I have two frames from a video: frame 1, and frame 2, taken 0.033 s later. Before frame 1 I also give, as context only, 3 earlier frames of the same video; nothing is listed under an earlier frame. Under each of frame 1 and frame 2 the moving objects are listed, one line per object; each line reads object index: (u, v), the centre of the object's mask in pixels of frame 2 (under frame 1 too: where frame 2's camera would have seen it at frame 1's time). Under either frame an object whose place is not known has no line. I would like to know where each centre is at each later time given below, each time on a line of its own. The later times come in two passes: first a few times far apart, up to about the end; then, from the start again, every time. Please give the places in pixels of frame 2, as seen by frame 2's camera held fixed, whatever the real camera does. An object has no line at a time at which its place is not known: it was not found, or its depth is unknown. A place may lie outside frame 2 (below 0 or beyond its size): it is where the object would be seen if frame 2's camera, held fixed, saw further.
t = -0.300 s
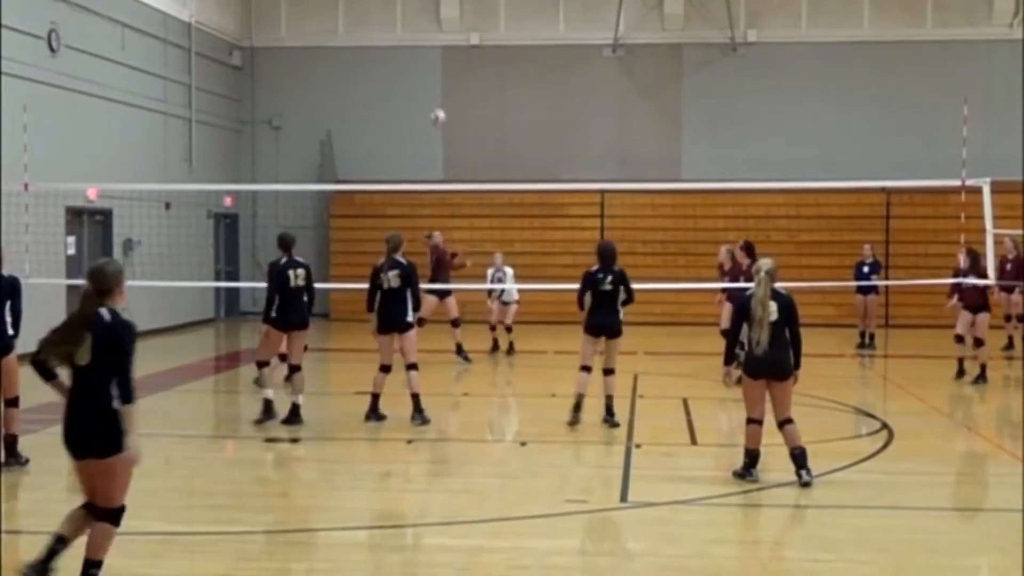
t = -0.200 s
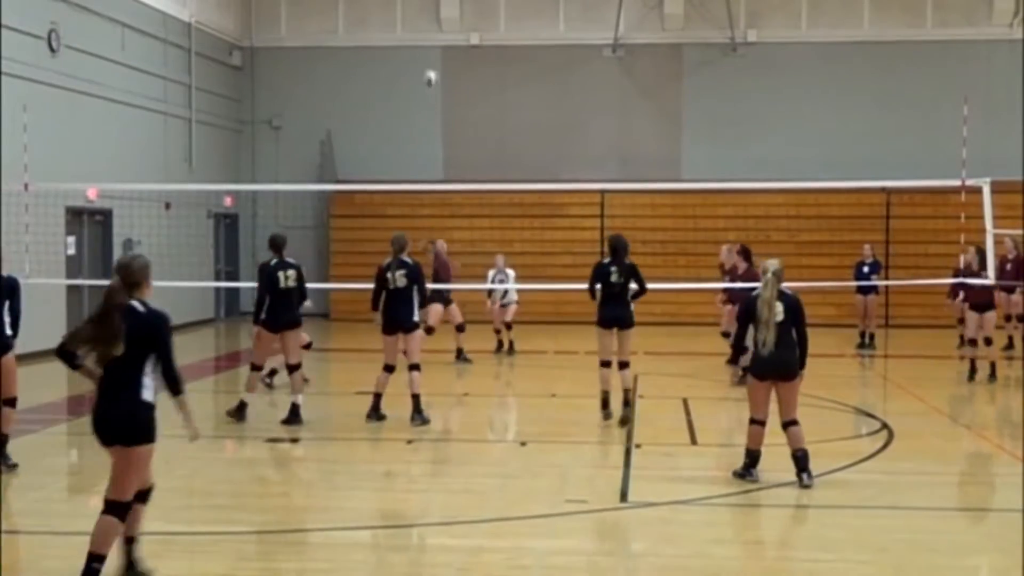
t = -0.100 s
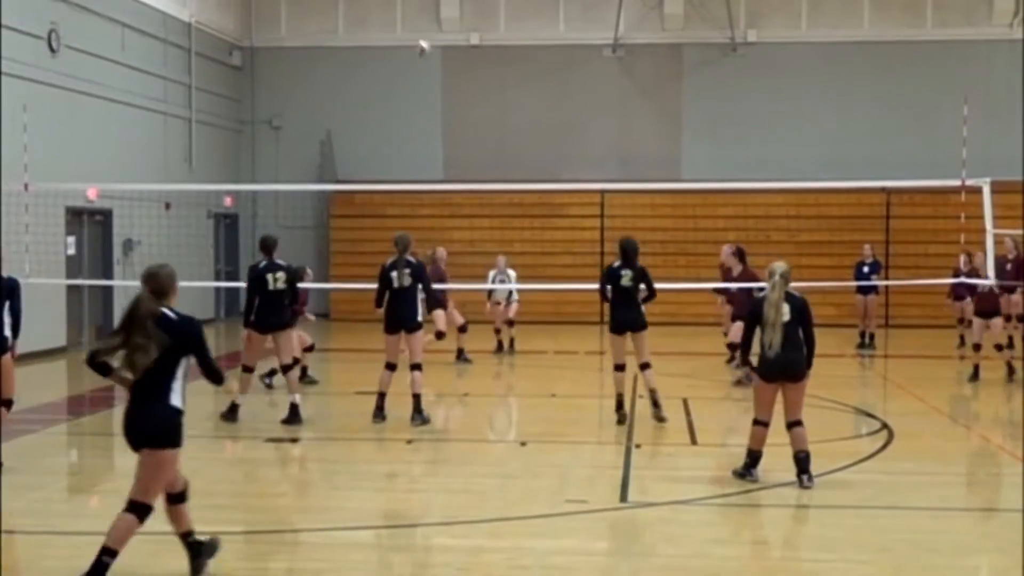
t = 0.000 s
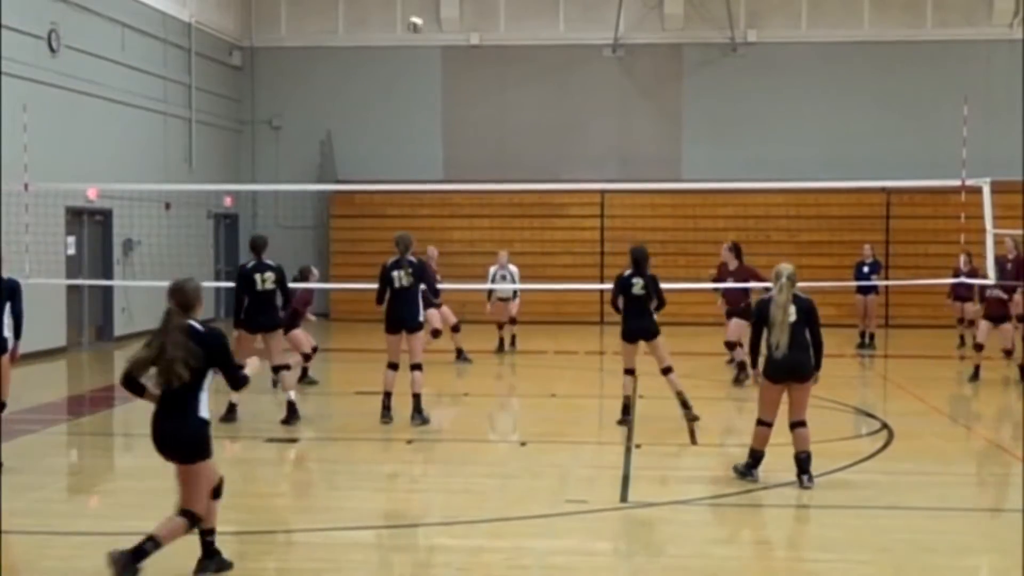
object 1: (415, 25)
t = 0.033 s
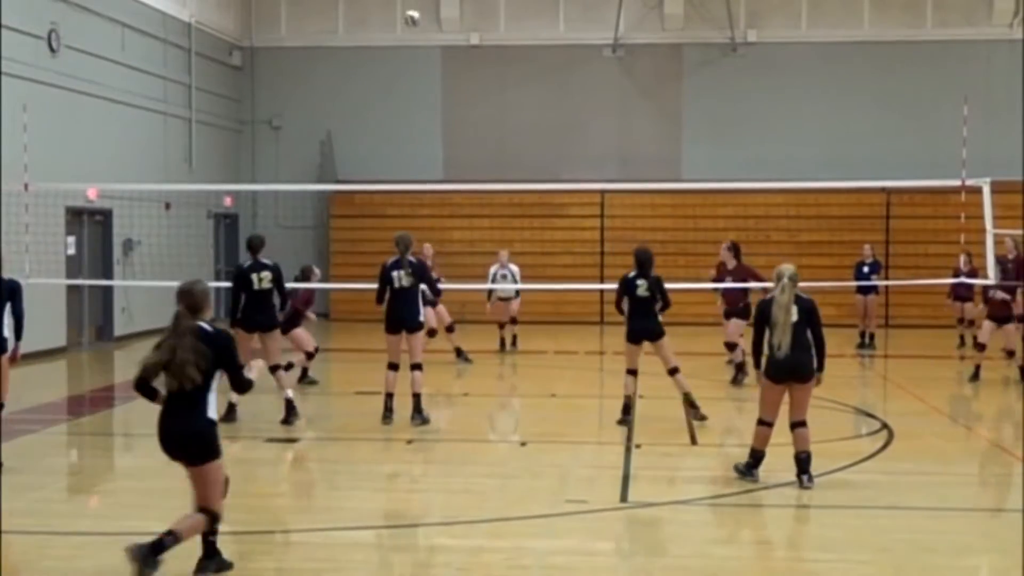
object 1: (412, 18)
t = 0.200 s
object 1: (399, 4)
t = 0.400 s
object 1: (382, 8)
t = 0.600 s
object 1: (364, 49)
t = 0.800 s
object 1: (349, 124)
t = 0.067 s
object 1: (409, 13)
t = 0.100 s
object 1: (407, 8)
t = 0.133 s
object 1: (405, 6)
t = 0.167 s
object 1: (401, 5)
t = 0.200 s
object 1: (399, 4)
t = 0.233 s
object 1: (397, 3)
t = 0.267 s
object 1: (393, 3)
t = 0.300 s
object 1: (391, 4)
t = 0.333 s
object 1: (387, 5)
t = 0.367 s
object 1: (385, 6)
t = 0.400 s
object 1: (382, 8)
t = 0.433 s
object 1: (379, 12)
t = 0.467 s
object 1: (376, 18)
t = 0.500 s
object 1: (374, 24)
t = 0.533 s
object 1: (371, 32)
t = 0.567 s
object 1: (367, 40)
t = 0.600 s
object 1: (364, 49)
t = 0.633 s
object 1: (362, 59)
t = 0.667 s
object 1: (359, 70)
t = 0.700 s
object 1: (357, 83)
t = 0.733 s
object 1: (354, 95)
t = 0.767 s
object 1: (352, 109)
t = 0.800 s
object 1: (349, 124)
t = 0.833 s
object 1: (347, 140)
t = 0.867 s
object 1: (344, 157)
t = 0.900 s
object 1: (342, 174)
